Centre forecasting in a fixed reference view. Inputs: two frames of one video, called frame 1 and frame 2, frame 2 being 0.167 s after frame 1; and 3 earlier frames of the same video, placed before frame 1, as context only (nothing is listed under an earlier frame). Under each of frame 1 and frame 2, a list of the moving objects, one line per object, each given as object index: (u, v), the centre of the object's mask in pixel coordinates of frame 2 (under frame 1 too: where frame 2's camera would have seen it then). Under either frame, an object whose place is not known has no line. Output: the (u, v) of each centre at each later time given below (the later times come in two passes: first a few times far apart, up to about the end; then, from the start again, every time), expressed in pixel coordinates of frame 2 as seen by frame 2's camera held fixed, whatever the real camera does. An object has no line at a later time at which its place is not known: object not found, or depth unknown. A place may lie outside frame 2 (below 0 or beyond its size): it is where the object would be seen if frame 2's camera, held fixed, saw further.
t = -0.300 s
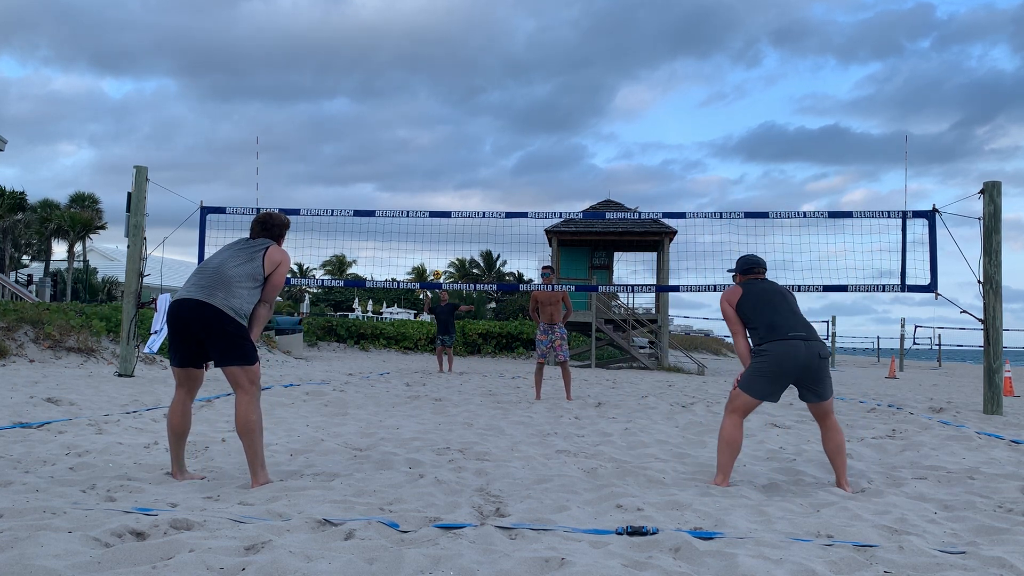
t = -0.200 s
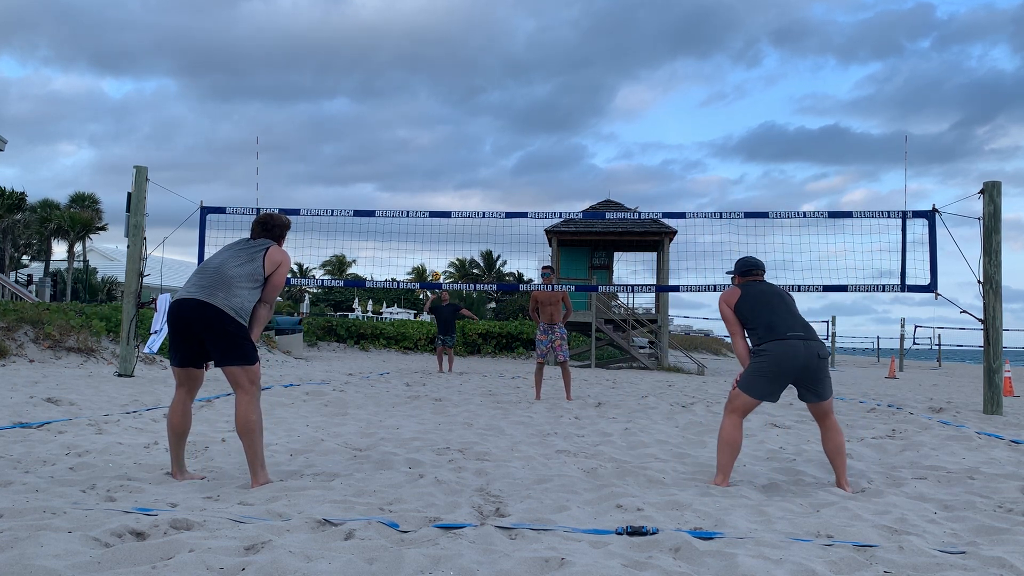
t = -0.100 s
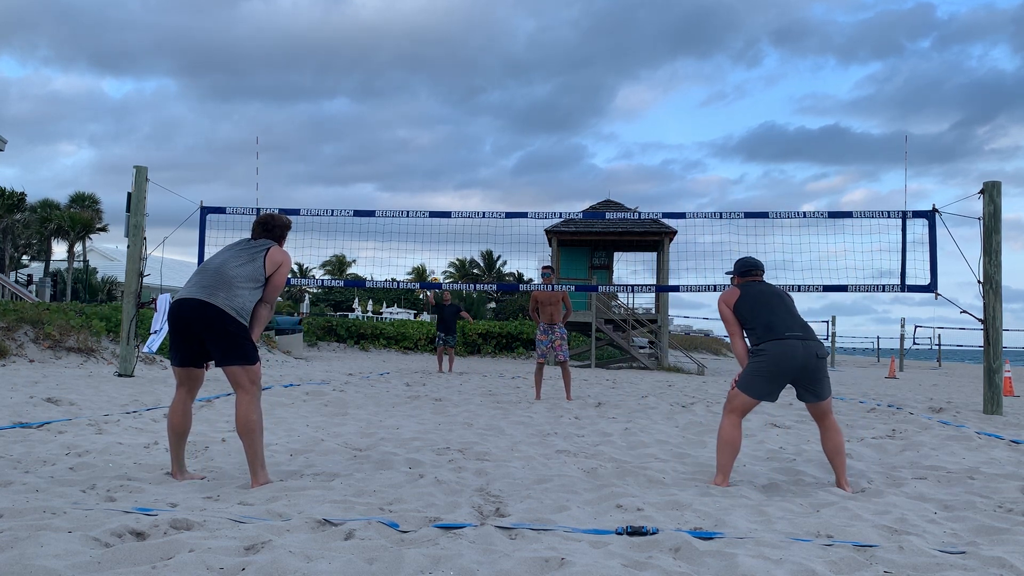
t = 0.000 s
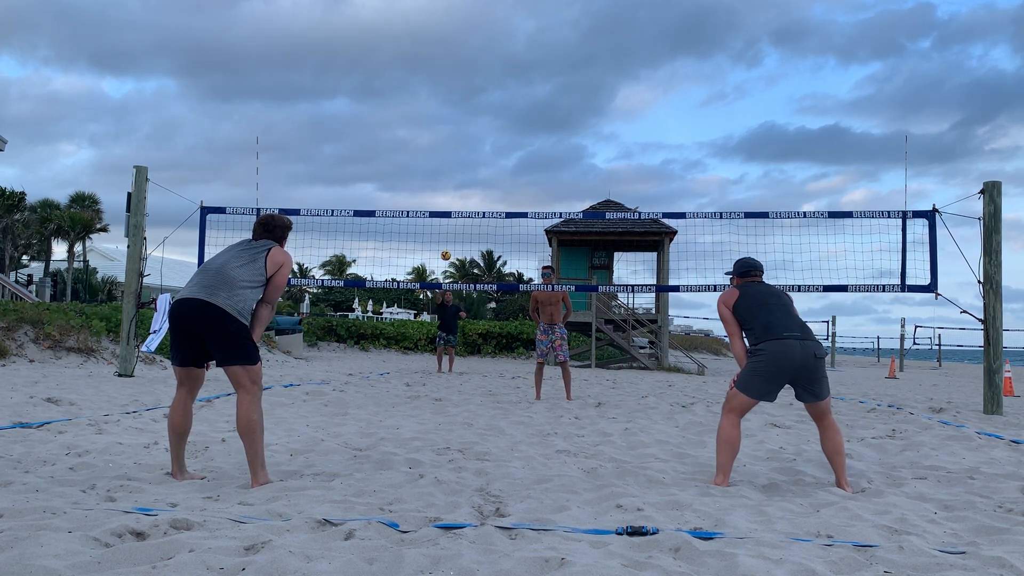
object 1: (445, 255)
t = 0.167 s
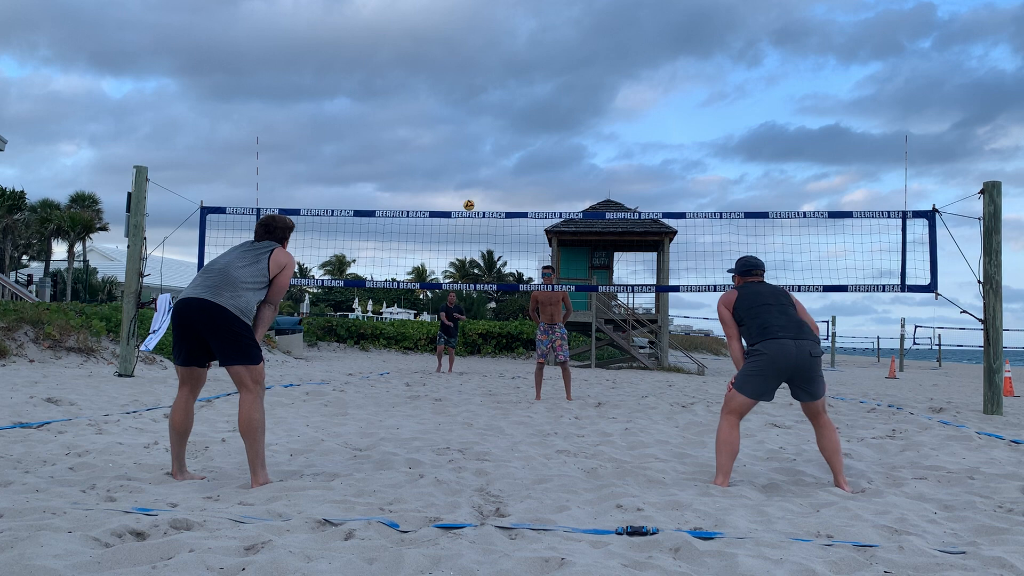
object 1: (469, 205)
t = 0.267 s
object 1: (484, 177)
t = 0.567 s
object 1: (542, 105)
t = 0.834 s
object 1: (621, 71)
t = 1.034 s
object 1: (709, 82)
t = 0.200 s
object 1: (474, 195)
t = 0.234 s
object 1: (479, 186)
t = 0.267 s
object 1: (484, 177)
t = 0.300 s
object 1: (489, 168)
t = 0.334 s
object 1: (495, 159)
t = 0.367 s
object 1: (501, 150)
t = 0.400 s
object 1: (507, 142)
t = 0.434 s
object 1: (514, 134)
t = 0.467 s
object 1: (520, 127)
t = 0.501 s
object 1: (527, 119)
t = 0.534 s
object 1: (535, 112)
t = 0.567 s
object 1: (542, 105)
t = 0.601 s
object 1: (550, 99)
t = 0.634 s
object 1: (559, 93)
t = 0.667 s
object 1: (568, 88)
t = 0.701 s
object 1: (577, 83)
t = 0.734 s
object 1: (588, 79)
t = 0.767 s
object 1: (598, 75)
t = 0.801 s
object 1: (609, 73)
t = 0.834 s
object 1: (621, 71)
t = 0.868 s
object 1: (633, 70)
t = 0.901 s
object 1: (646, 70)
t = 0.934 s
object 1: (660, 71)
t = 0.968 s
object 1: (675, 73)
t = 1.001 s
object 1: (691, 77)
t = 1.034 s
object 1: (709, 82)
